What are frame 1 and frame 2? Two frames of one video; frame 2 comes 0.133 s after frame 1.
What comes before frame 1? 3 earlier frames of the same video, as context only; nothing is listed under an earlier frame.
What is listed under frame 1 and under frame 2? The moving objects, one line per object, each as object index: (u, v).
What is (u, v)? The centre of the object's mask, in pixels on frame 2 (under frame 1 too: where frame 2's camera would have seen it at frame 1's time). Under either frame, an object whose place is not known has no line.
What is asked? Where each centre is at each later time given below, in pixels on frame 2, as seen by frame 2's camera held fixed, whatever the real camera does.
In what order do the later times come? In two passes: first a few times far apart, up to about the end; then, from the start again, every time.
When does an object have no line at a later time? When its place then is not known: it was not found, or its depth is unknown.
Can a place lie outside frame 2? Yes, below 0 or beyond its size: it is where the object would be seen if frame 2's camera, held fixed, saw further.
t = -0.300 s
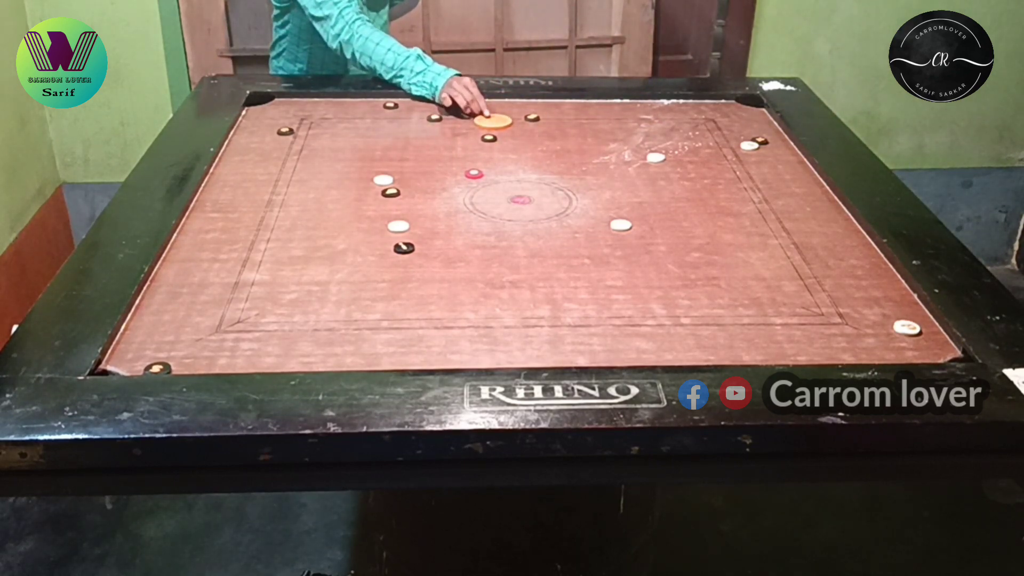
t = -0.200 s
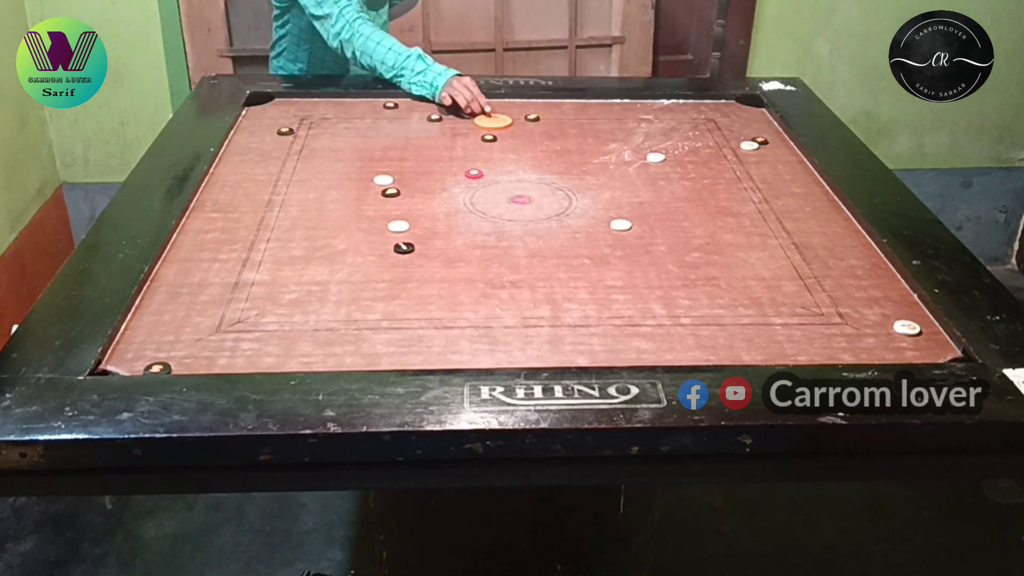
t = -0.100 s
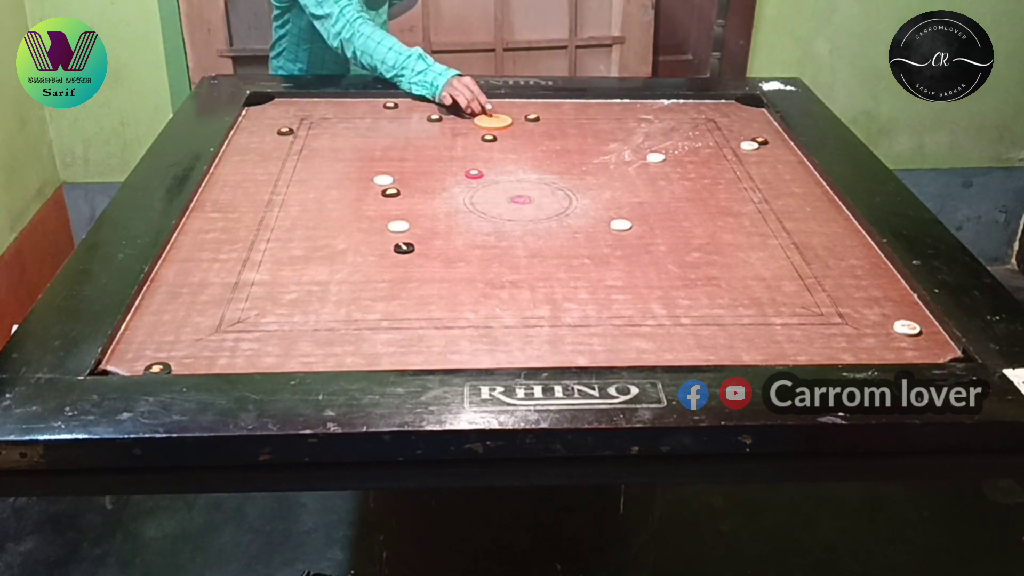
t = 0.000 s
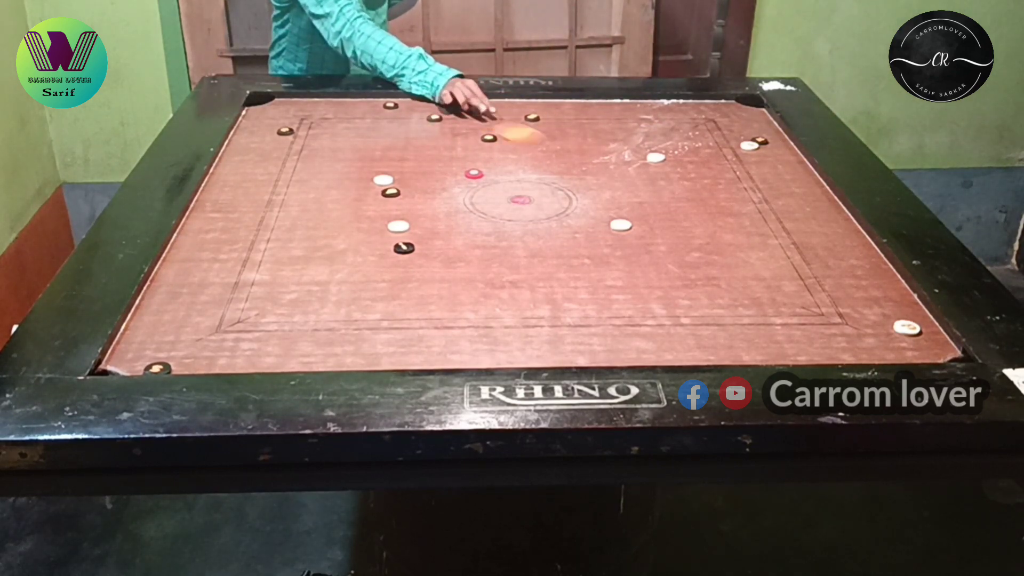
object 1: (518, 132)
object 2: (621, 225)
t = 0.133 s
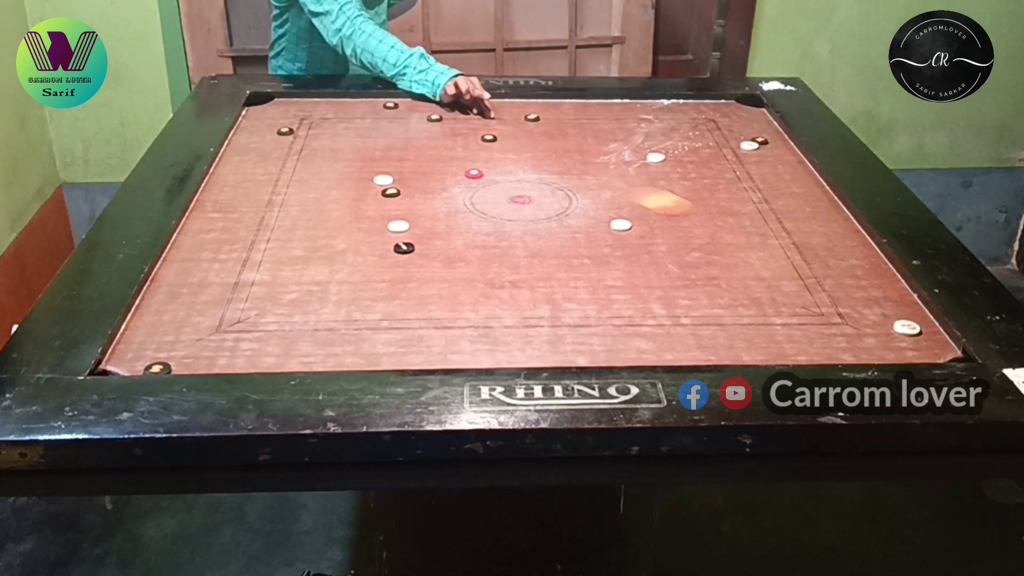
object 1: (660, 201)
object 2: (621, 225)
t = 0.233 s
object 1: (800, 268)
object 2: (620, 225)
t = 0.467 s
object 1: (779, 300)
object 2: (621, 225)
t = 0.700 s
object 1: (623, 220)
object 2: (553, 203)
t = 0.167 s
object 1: (701, 221)
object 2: (620, 225)
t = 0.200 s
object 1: (748, 243)
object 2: (620, 225)
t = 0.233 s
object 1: (800, 268)
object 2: (620, 225)
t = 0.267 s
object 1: (854, 294)
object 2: (621, 225)
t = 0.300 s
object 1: (905, 320)
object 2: (621, 225)
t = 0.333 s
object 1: (896, 341)
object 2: (621, 225)
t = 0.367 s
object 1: (872, 348)
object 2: (621, 225)
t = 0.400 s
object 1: (840, 333)
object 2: (621, 225)
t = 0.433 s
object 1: (809, 316)
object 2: (621, 225)
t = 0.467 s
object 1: (779, 300)
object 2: (621, 225)
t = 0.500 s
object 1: (749, 285)
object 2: (621, 225)
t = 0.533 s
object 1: (724, 273)
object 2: (621, 225)
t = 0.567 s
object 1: (700, 260)
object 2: (621, 225)
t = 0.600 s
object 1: (676, 248)
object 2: (621, 225)
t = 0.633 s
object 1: (654, 237)
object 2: (620, 225)
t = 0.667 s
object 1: (637, 228)
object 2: (591, 215)
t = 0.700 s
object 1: (623, 220)
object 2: (553, 203)
